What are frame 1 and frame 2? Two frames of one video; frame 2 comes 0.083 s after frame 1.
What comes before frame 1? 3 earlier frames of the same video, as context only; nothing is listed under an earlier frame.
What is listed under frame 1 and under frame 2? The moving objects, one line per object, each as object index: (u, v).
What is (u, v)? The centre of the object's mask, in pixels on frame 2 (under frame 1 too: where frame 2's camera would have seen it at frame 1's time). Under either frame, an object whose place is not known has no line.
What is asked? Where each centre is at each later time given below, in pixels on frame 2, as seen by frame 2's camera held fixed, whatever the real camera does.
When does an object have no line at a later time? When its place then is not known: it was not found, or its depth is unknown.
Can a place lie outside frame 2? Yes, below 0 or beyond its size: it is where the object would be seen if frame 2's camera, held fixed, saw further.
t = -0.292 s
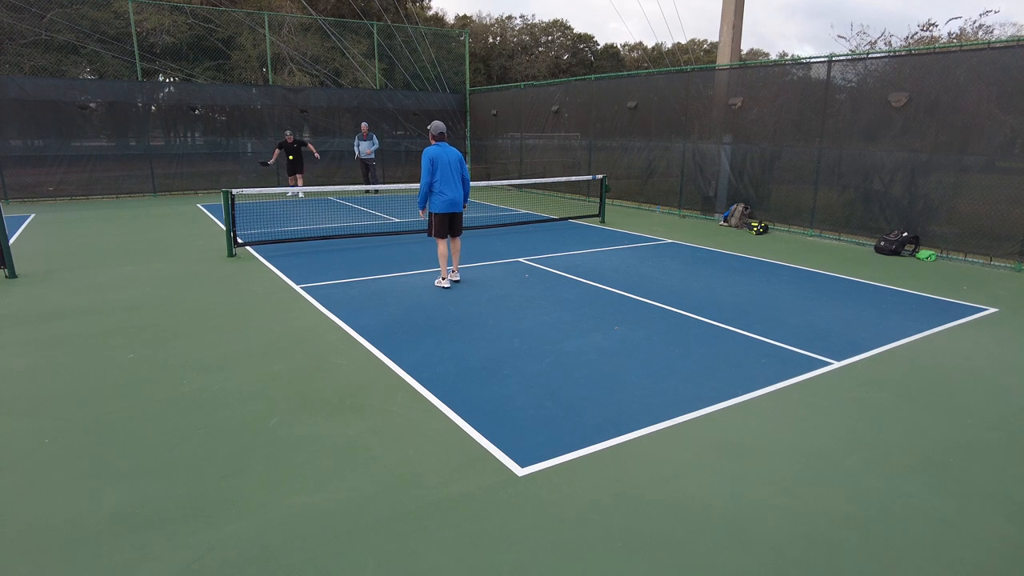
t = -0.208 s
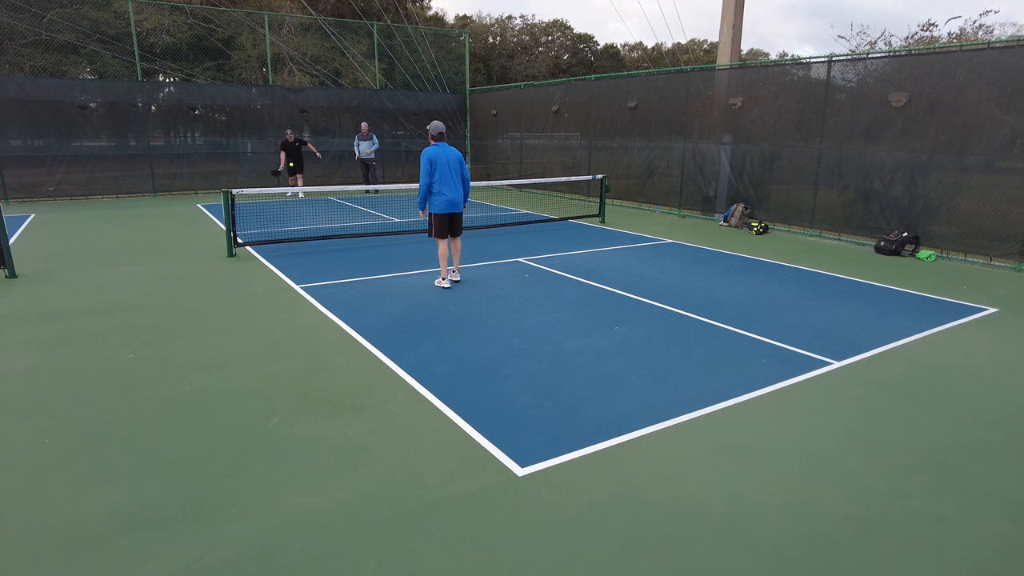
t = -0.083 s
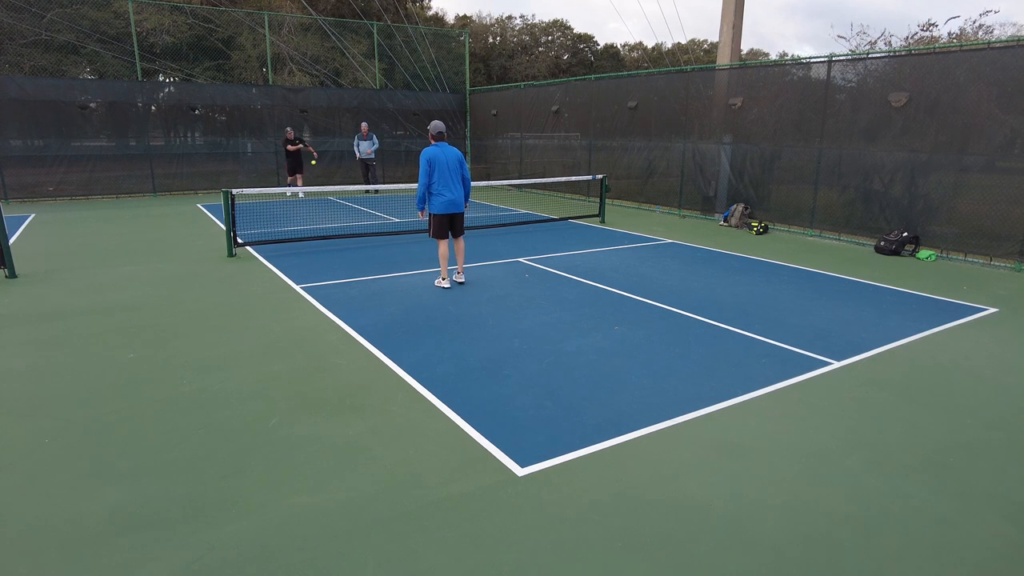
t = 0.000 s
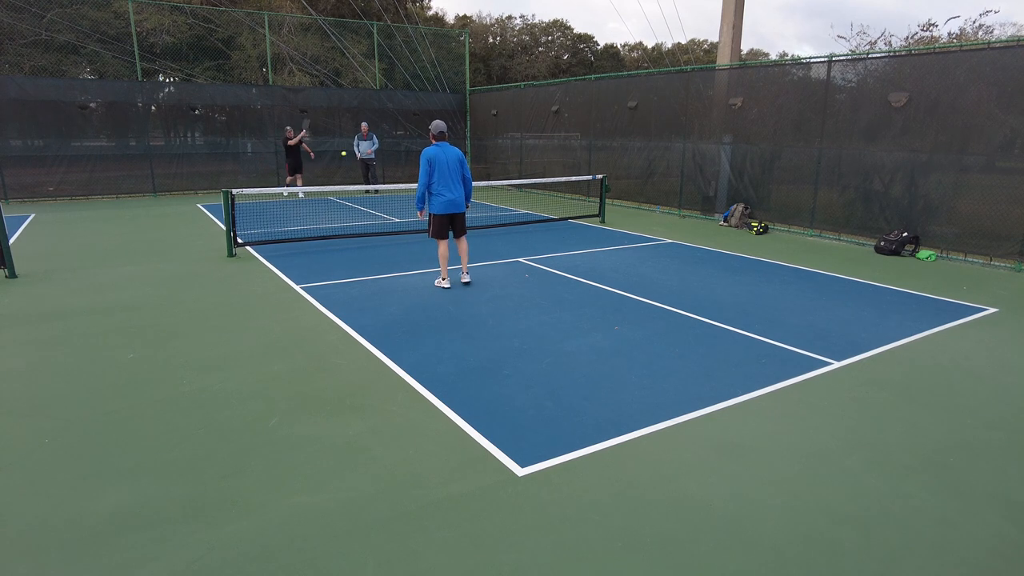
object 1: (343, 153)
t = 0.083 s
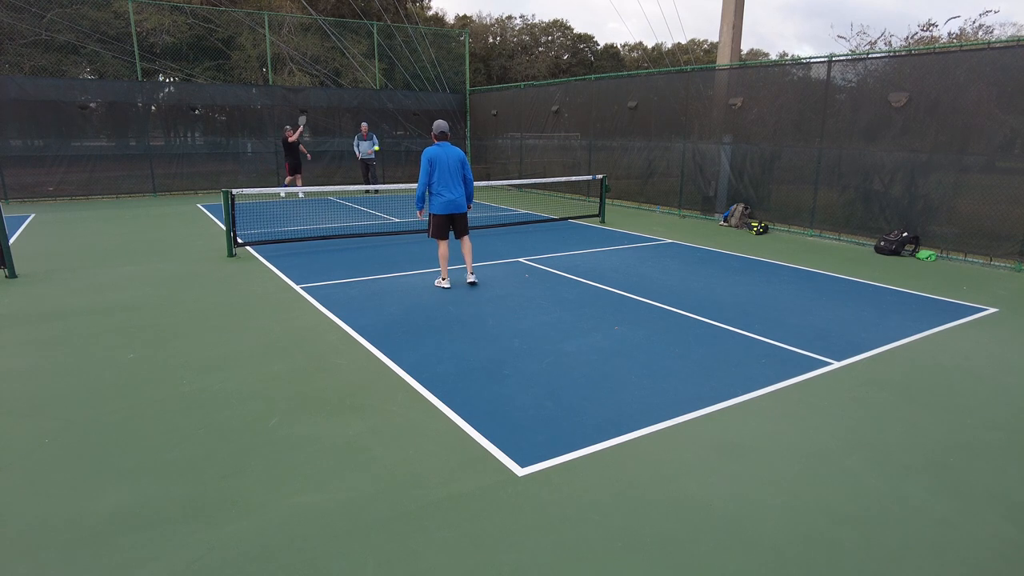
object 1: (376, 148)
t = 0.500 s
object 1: (589, 198)
